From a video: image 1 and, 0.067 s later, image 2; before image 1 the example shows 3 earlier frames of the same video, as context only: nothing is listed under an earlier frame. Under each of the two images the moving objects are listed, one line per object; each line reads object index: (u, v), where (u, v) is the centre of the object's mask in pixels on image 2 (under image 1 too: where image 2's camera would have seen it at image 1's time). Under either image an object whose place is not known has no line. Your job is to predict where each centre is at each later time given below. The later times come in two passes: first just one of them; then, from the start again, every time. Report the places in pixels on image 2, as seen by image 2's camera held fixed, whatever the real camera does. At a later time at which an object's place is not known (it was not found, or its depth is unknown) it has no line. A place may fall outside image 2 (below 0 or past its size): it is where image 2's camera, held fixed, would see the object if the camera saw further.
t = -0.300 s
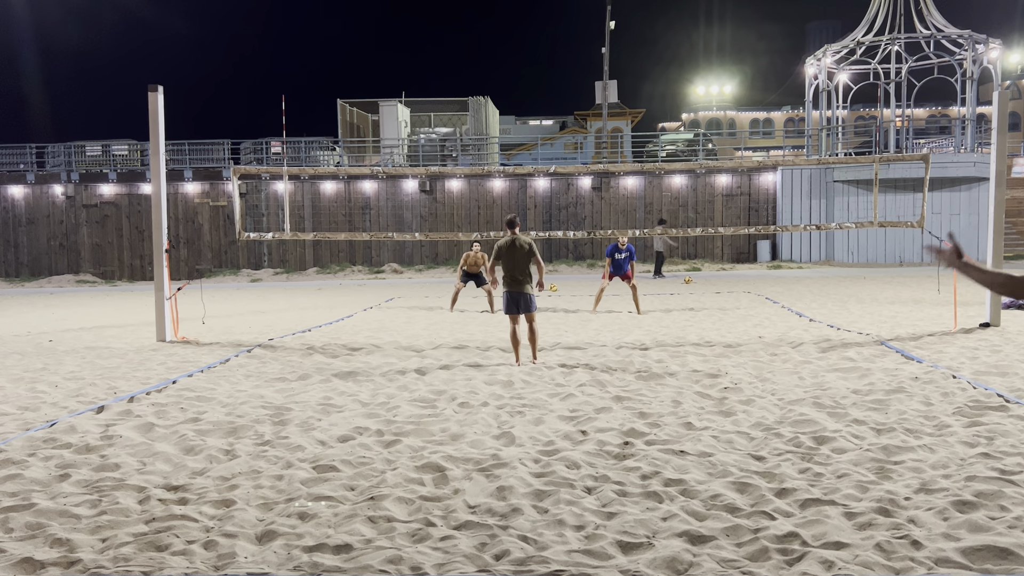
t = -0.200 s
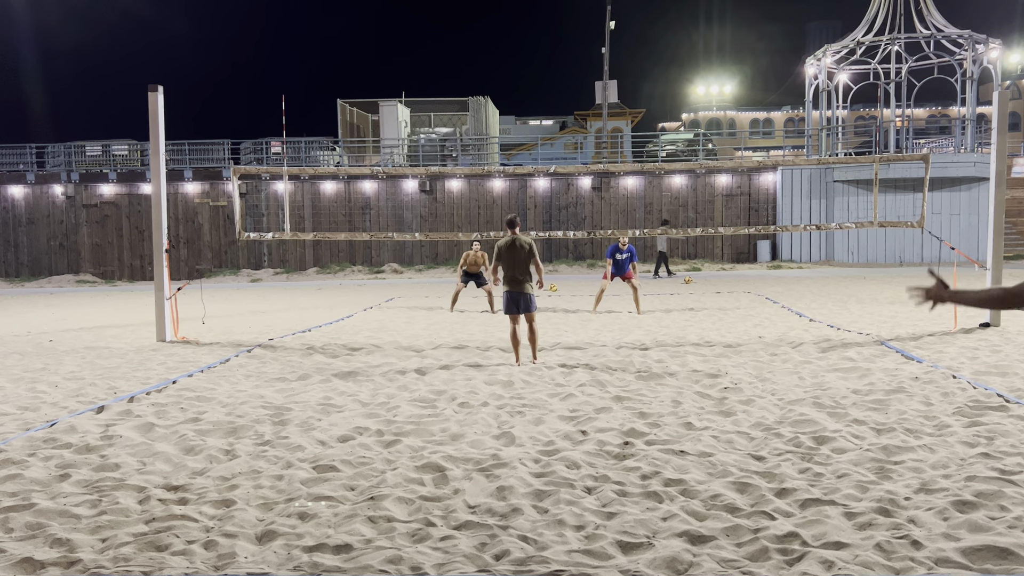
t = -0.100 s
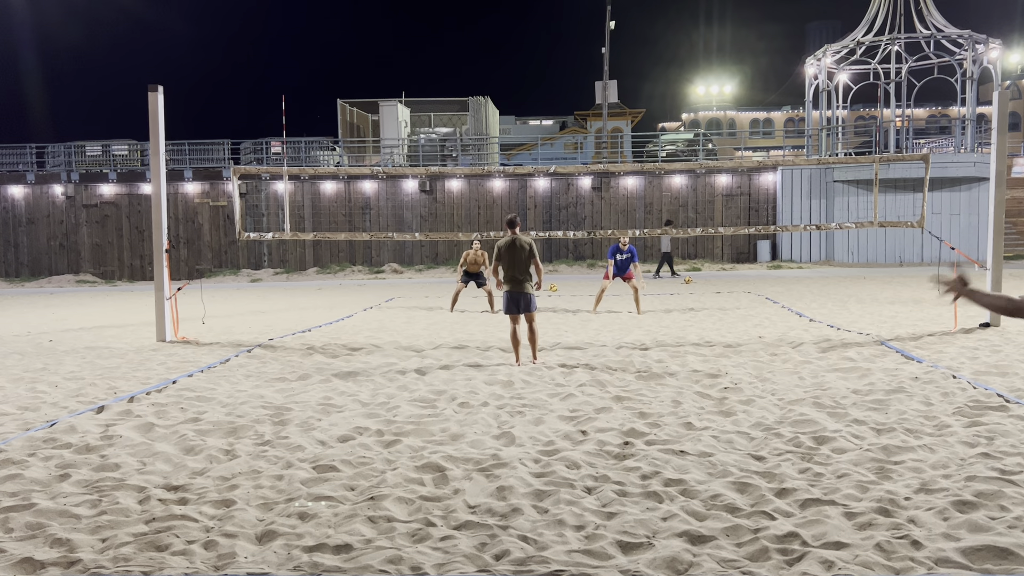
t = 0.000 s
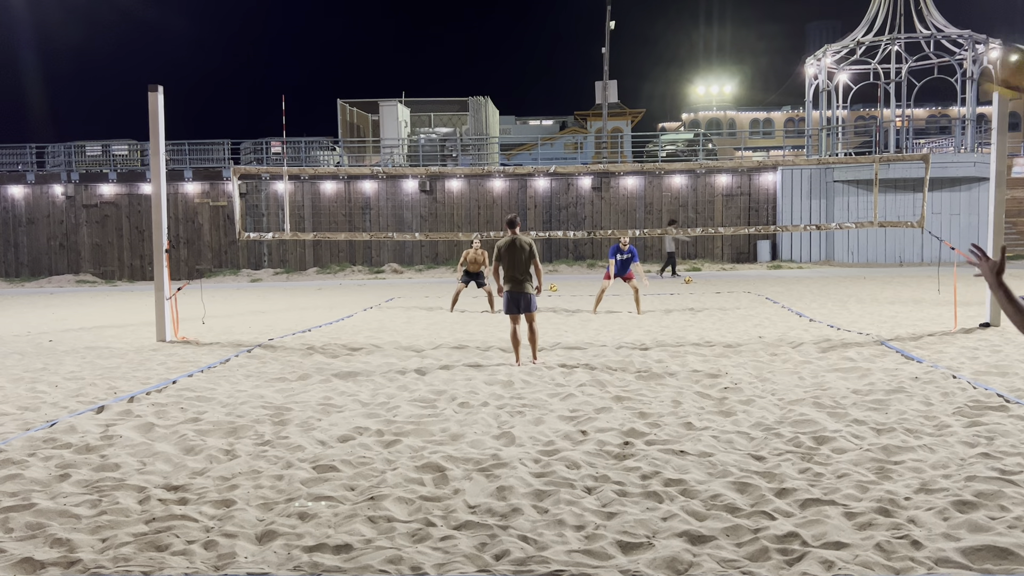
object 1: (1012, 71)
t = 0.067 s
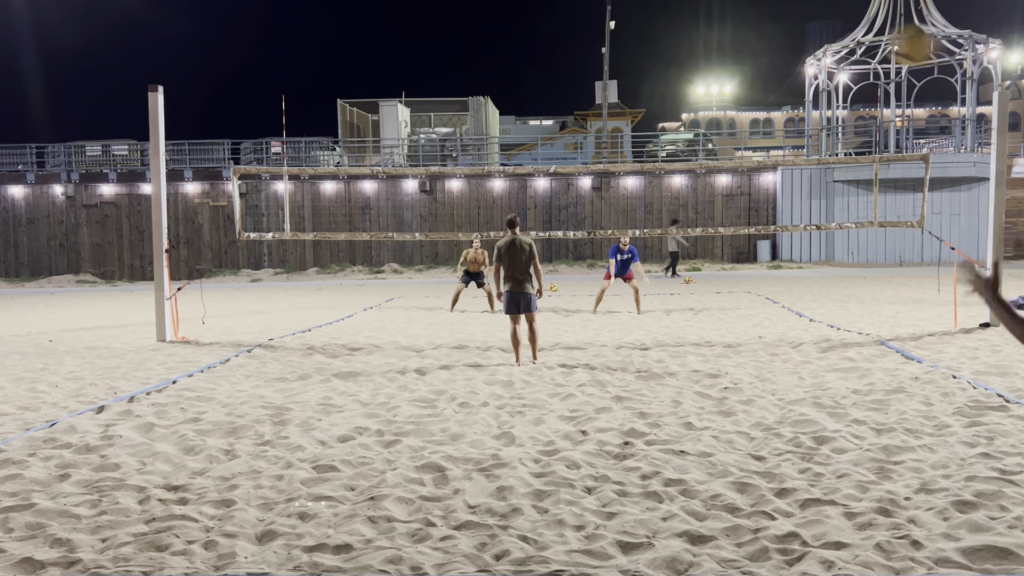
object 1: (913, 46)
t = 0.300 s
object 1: (731, 33)
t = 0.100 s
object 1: (877, 36)
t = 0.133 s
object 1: (841, 29)
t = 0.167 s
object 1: (814, 28)
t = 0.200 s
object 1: (789, 27)
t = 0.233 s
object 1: (767, 28)
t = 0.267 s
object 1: (748, 30)
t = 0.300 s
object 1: (731, 33)
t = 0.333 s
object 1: (716, 36)
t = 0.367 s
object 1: (702, 40)
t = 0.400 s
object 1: (690, 44)
